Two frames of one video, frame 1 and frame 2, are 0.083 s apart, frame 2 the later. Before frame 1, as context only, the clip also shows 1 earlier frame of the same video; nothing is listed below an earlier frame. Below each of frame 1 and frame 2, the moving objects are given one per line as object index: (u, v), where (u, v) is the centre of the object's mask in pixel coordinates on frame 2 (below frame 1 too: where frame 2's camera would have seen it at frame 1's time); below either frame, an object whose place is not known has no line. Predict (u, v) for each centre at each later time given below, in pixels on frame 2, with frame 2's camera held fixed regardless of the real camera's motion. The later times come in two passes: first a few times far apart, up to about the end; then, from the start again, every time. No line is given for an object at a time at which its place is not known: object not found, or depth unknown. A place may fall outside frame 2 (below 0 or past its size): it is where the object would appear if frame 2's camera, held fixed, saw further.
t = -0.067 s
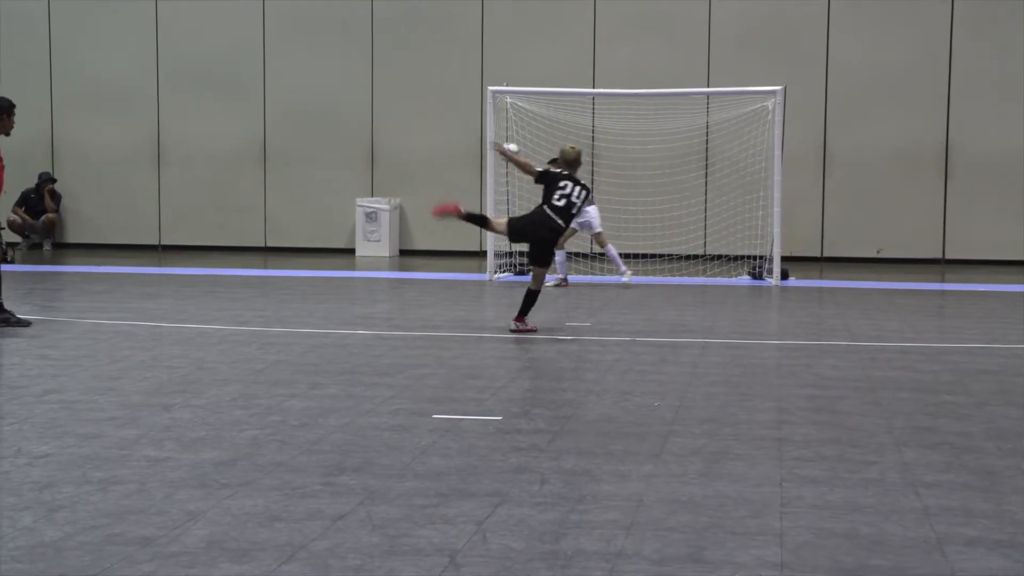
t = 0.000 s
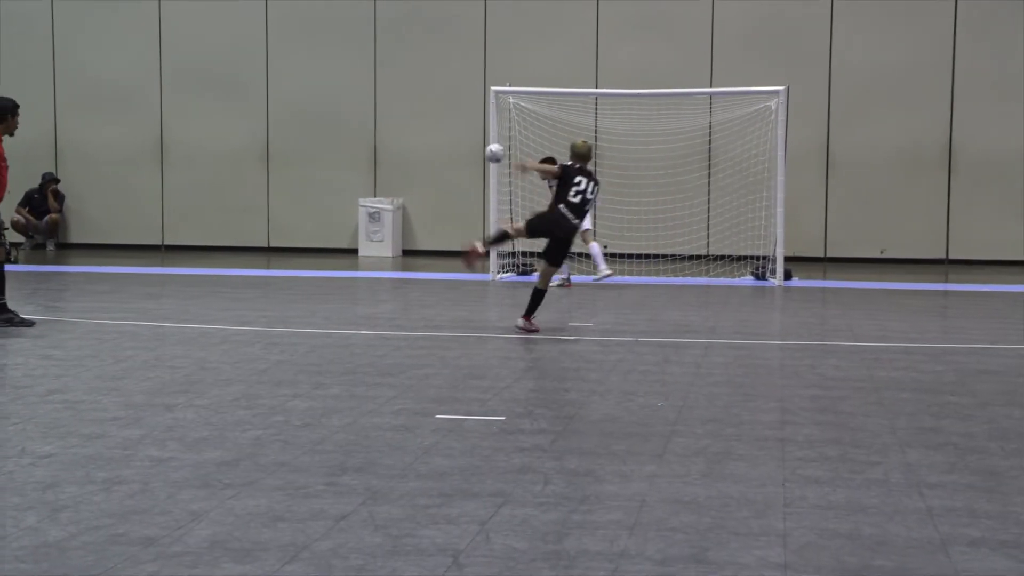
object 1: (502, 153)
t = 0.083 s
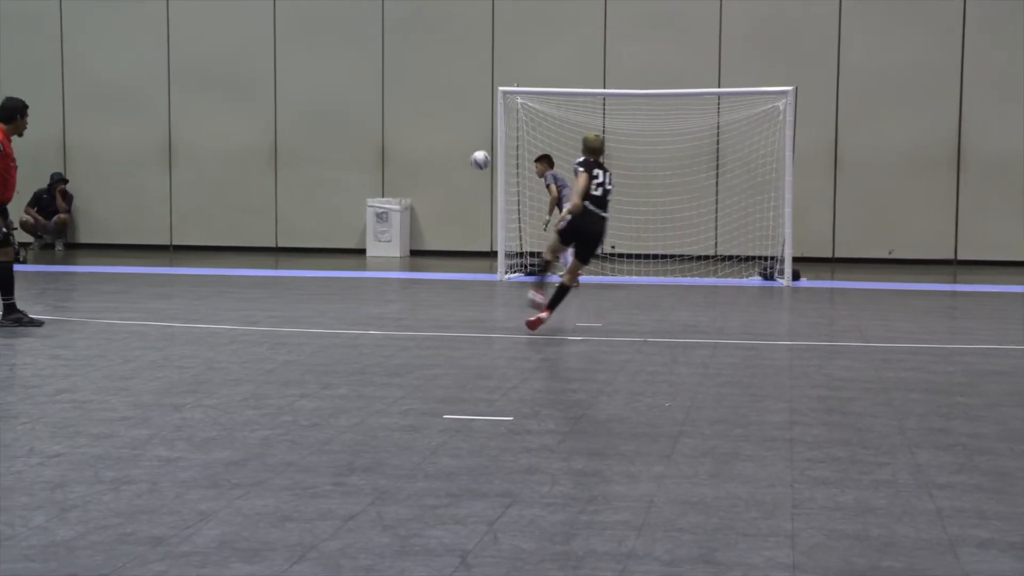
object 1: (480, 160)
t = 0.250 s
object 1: (438, 192)
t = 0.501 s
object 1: (374, 268)
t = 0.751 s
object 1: (322, 232)
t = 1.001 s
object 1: (264, 258)
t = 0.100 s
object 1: (477, 162)
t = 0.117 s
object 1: (472, 164)
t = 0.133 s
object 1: (468, 167)
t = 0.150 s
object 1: (465, 169)
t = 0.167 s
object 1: (460, 172)
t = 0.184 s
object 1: (456, 176)
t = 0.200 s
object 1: (451, 180)
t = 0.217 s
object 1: (447, 184)
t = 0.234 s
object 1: (443, 188)
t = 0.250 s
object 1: (438, 192)
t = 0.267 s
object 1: (434, 198)
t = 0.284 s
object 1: (430, 203)
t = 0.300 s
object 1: (425, 209)
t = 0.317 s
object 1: (422, 213)
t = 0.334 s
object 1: (416, 219)
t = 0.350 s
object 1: (412, 225)
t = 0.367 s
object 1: (407, 232)
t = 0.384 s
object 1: (403, 240)
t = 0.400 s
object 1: (399, 246)
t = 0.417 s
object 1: (395, 252)
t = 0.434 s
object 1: (390, 262)
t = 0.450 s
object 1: (384, 269)
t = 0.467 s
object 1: (381, 276)
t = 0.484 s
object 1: (377, 272)
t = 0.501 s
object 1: (374, 268)
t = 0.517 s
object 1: (371, 264)
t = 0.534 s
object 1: (367, 259)
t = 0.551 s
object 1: (364, 256)
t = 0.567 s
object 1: (360, 252)
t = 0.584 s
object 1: (357, 249)
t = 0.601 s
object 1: (353, 246)
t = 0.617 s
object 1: (350, 245)
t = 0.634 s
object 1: (346, 242)
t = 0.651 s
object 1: (344, 240)
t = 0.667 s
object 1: (340, 238)
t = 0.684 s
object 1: (336, 236)
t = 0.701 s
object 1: (332, 235)
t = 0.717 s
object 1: (330, 234)
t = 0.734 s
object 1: (326, 233)
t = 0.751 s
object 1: (322, 232)
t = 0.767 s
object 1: (319, 232)
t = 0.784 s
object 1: (315, 232)
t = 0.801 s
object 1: (310, 233)
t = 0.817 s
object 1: (306, 233)
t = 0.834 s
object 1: (304, 234)
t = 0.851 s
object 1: (300, 235)
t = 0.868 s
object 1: (296, 237)
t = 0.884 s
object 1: (291, 239)
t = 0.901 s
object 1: (287, 241)
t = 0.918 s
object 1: (282, 243)
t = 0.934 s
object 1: (278, 246)
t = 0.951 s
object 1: (275, 247)
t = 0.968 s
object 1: (271, 250)
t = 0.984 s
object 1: (267, 254)
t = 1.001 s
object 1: (264, 258)
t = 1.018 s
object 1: (261, 263)
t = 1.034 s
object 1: (256, 267)
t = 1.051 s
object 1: (252, 272)
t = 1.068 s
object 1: (247, 278)
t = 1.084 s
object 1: (244, 283)
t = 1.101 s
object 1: (240, 281)
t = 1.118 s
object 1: (234, 278)
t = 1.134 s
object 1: (231, 275)
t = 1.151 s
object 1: (227, 273)
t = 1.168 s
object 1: (223, 271)
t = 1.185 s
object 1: (219, 270)
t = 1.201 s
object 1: (213, 267)
